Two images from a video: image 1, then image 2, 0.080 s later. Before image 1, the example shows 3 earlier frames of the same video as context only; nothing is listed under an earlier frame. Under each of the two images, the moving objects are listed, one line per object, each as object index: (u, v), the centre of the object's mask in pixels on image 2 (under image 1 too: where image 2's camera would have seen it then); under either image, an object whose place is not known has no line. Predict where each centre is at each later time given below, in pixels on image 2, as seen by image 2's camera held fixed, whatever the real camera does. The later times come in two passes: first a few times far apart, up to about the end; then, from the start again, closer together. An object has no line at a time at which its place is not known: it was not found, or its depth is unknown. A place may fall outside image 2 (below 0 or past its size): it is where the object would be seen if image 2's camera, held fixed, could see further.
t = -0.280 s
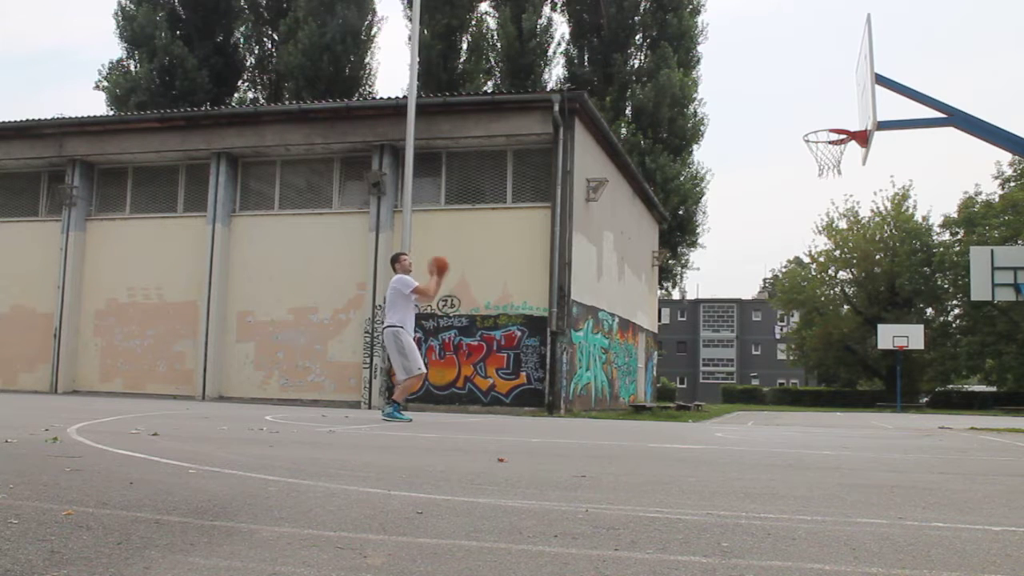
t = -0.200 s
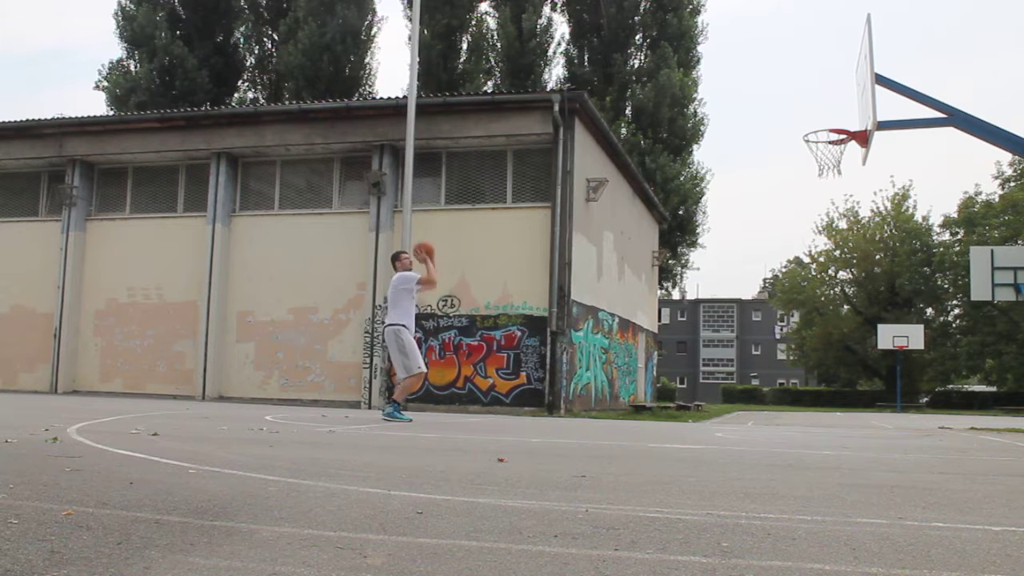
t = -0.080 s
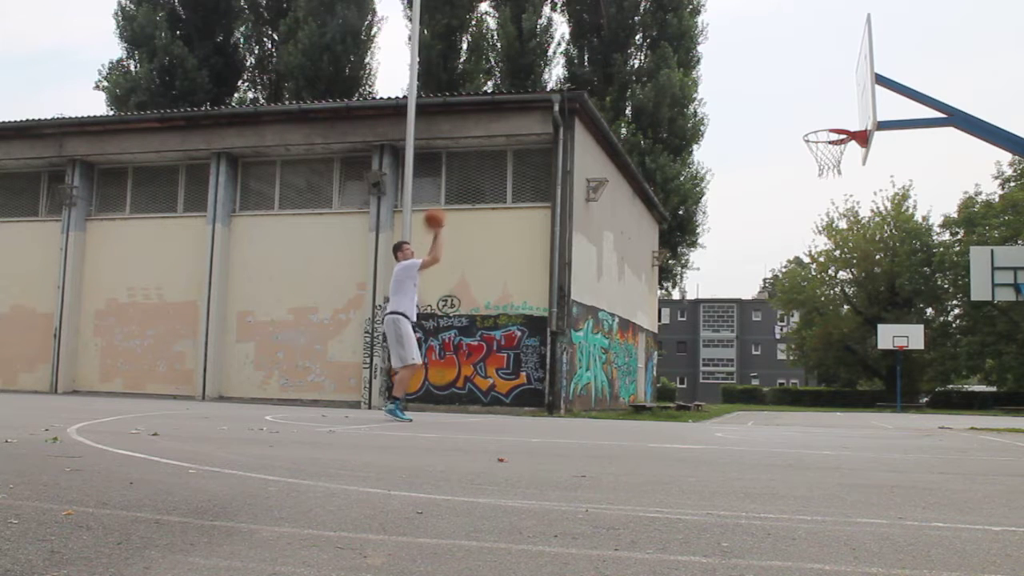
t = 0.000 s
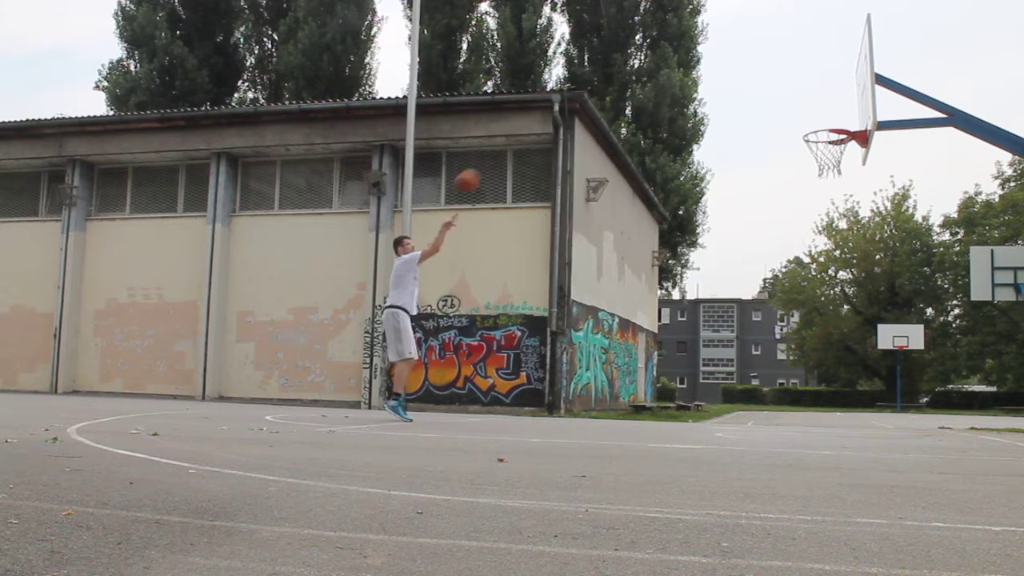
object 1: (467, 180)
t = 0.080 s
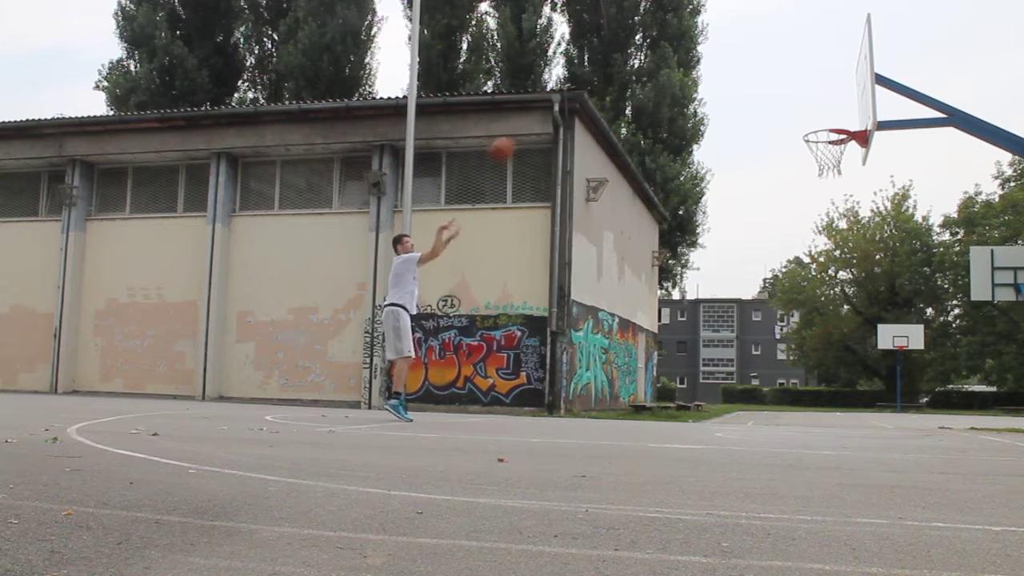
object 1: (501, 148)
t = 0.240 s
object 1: (573, 101)
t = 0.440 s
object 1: (662, 71)
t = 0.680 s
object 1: (770, 84)
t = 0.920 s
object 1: (846, 93)
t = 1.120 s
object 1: (846, 44)
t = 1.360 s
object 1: (846, 33)
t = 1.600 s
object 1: (847, 75)
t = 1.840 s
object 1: (848, 103)
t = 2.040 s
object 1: (834, 92)
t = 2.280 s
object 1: (820, 127)
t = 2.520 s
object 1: (806, 215)
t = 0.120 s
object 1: (518, 136)
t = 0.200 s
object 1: (555, 111)
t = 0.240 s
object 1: (573, 101)
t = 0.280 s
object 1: (590, 92)
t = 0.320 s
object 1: (607, 85)
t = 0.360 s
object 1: (626, 79)
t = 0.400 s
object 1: (643, 75)
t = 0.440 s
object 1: (662, 71)
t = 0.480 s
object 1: (679, 69)
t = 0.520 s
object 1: (695, 69)
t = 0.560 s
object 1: (715, 71)
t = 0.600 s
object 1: (733, 74)
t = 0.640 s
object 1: (751, 78)
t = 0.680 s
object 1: (770, 84)
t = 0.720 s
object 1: (789, 91)
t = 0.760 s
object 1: (808, 100)
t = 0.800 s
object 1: (827, 110)
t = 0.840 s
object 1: (845, 120)
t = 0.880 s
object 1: (846, 108)
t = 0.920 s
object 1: (846, 93)
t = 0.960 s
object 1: (846, 80)
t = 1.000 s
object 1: (846, 69)
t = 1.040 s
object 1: (846, 59)
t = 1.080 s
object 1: (846, 51)
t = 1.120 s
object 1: (846, 44)
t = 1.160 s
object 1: (846, 38)
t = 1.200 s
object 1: (846, 35)
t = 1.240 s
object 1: (846, 32)
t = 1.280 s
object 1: (846, 31)
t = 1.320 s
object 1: (846, 31)
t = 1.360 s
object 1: (846, 33)
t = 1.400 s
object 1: (846, 37)
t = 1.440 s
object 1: (846, 41)
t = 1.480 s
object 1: (846, 47)
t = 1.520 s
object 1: (847, 55)
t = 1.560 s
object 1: (847, 65)
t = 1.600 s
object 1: (847, 75)
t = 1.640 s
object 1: (847, 88)
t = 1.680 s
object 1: (848, 102)
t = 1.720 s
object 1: (848, 117)
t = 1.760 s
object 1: (849, 120)
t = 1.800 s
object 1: (850, 110)
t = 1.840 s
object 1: (848, 103)
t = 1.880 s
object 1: (845, 98)
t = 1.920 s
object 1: (842, 94)
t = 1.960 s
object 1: (840, 92)
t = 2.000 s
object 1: (837, 91)
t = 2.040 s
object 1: (834, 92)
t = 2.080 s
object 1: (832, 94)
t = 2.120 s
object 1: (830, 98)
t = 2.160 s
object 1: (827, 103)
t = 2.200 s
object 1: (825, 110)
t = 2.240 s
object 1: (822, 118)
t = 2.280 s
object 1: (820, 127)
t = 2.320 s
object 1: (818, 138)
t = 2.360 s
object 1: (815, 151)
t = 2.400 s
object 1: (811, 165)
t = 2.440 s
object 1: (810, 180)
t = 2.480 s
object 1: (808, 196)
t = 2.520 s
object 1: (806, 215)
